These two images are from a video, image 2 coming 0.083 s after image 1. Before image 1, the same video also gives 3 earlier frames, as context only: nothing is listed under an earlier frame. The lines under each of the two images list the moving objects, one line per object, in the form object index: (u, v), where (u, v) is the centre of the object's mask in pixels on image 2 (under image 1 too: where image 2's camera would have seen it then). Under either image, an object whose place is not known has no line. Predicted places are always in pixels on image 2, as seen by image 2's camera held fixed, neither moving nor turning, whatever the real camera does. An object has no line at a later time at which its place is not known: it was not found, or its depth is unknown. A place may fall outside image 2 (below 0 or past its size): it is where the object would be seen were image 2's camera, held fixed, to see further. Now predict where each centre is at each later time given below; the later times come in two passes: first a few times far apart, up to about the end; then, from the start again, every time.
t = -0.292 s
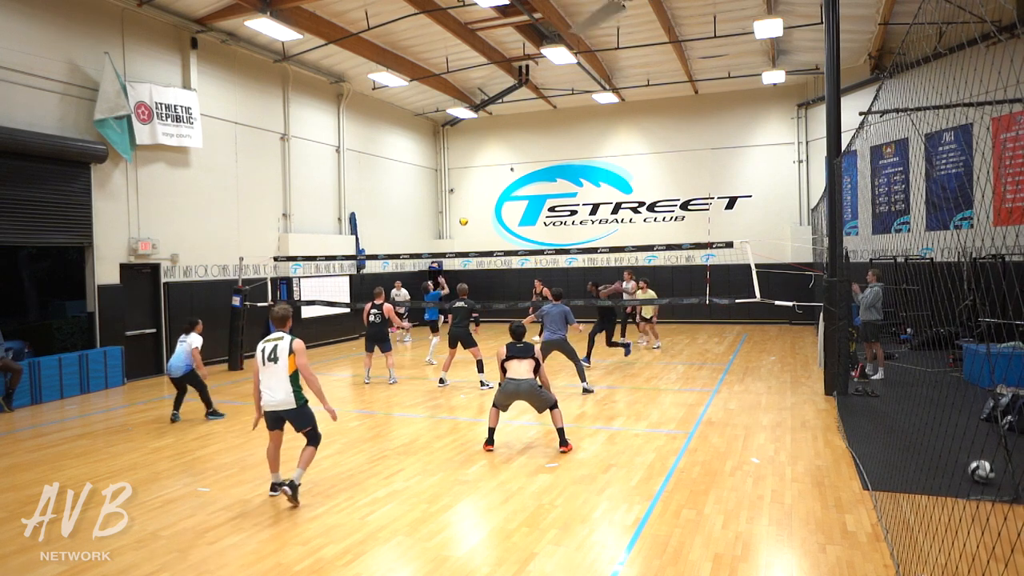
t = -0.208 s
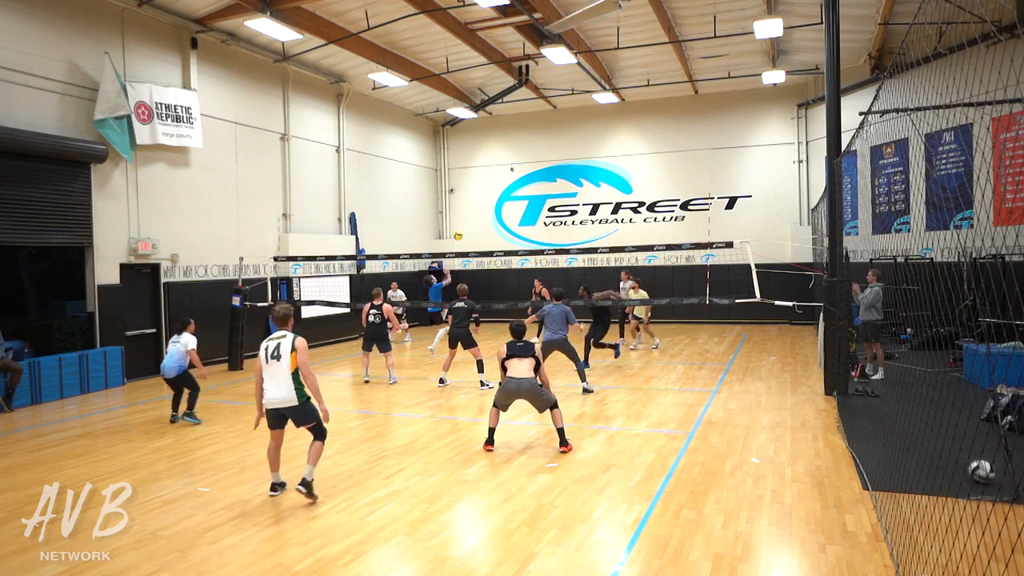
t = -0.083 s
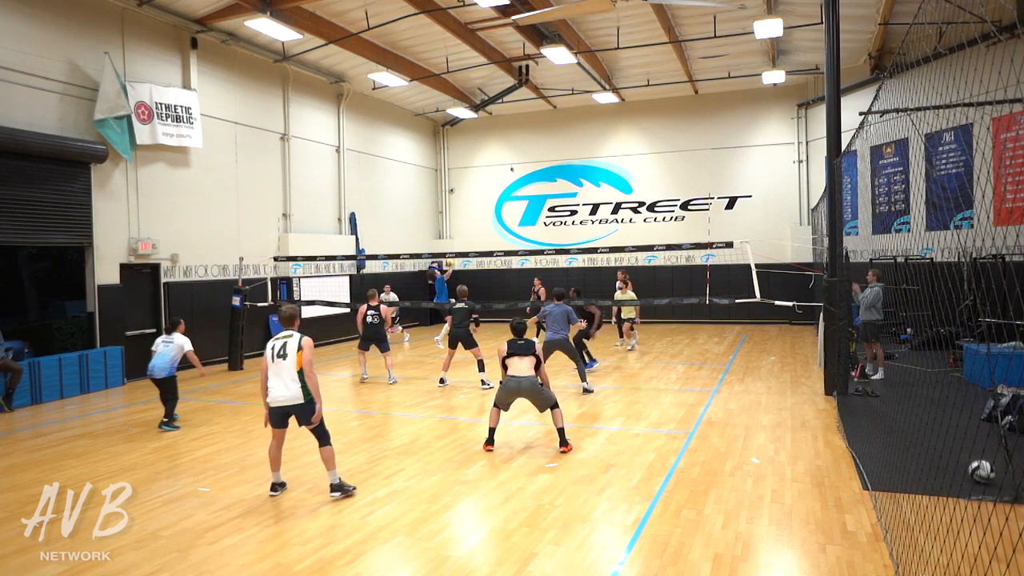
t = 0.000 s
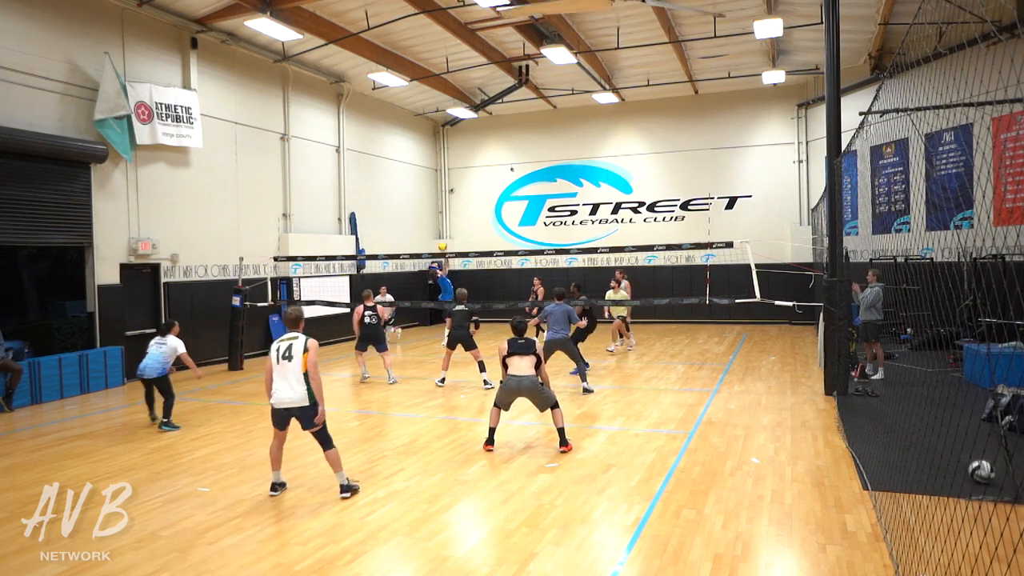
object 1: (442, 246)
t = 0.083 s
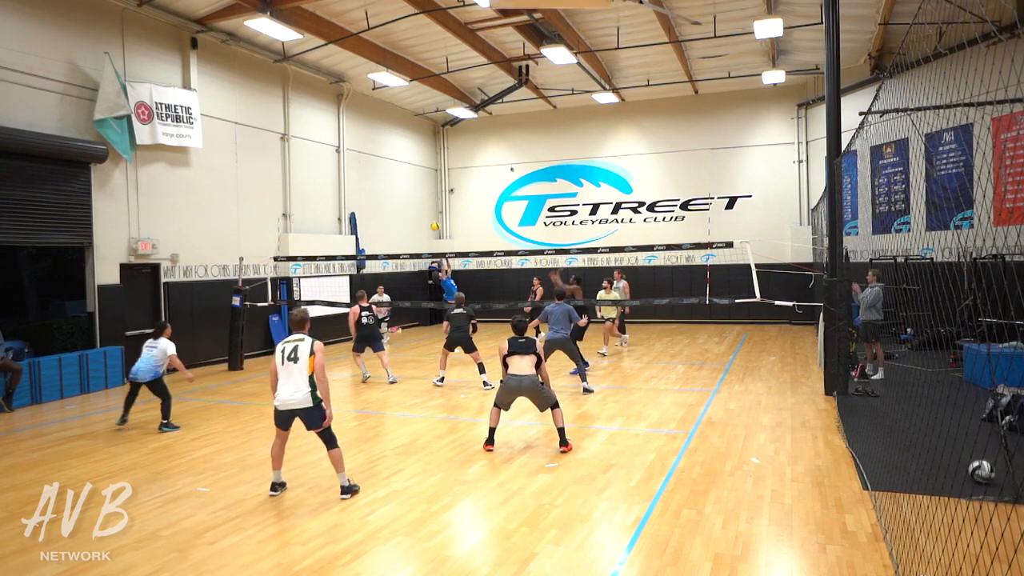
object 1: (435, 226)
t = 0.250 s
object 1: (419, 192)
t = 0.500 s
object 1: (397, 166)
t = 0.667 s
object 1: (382, 164)
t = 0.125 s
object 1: (430, 215)
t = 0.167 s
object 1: (427, 206)
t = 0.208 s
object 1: (423, 199)
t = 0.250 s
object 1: (419, 192)
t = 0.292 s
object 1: (415, 186)
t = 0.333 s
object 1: (412, 181)
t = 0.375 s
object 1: (407, 175)
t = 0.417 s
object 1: (404, 171)
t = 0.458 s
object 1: (400, 168)
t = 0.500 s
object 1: (397, 166)
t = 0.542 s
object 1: (394, 164)
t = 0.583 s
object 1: (390, 163)
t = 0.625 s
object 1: (385, 163)
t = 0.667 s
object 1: (382, 164)
